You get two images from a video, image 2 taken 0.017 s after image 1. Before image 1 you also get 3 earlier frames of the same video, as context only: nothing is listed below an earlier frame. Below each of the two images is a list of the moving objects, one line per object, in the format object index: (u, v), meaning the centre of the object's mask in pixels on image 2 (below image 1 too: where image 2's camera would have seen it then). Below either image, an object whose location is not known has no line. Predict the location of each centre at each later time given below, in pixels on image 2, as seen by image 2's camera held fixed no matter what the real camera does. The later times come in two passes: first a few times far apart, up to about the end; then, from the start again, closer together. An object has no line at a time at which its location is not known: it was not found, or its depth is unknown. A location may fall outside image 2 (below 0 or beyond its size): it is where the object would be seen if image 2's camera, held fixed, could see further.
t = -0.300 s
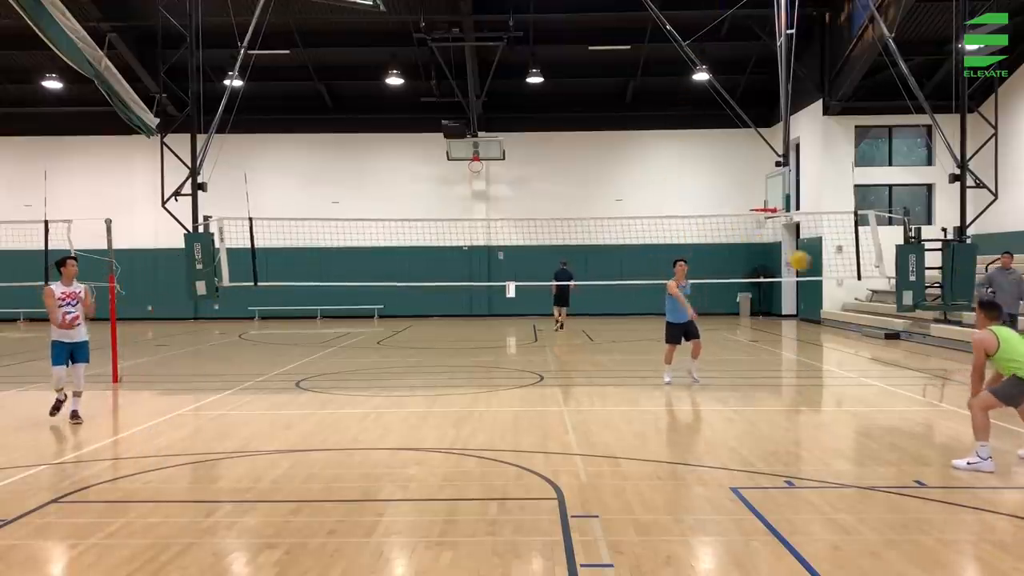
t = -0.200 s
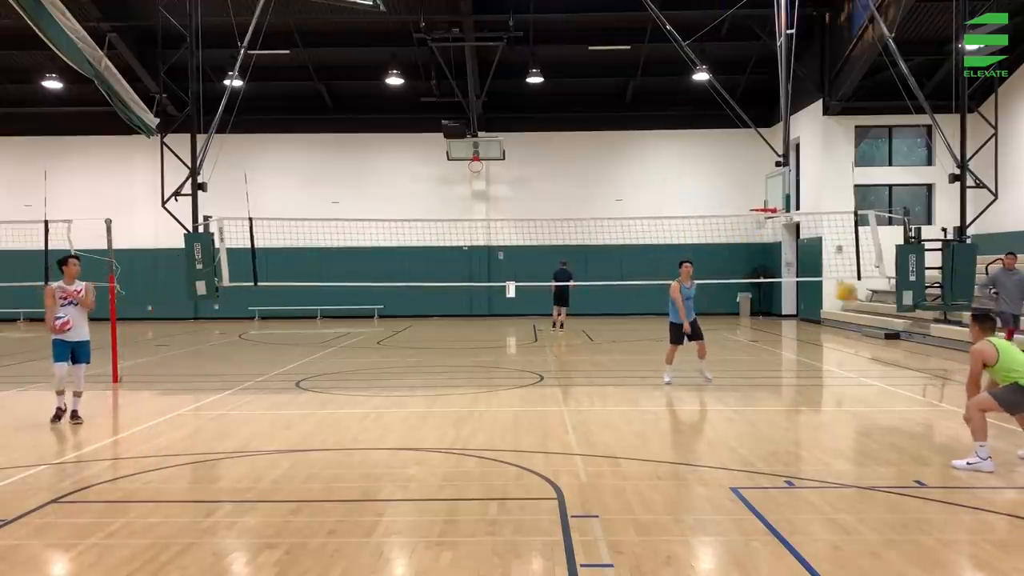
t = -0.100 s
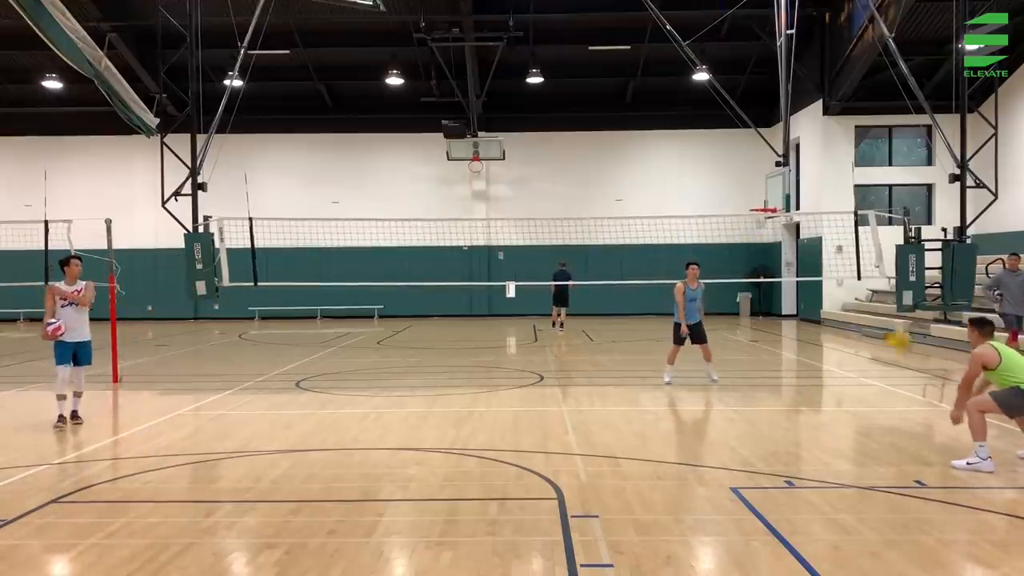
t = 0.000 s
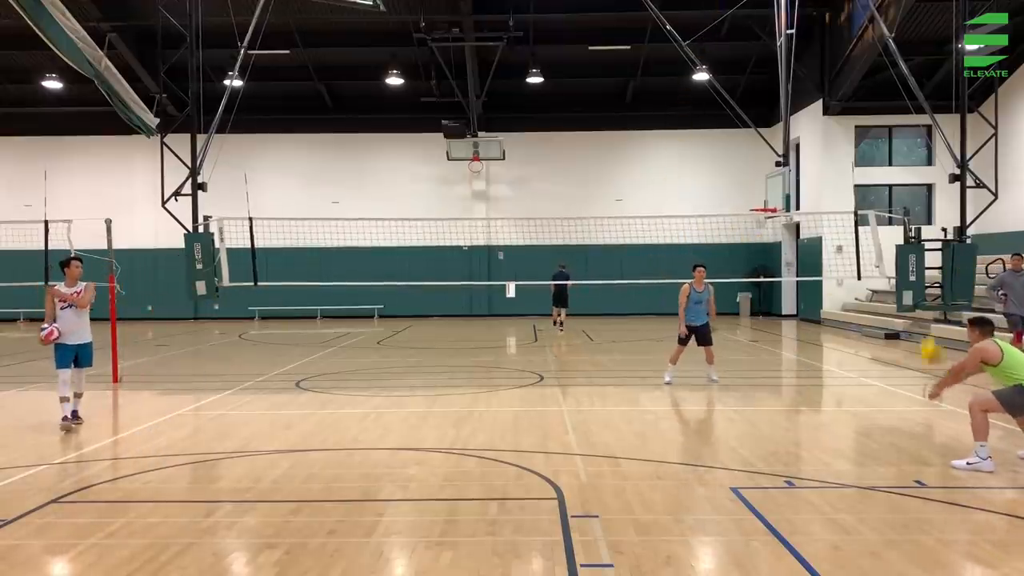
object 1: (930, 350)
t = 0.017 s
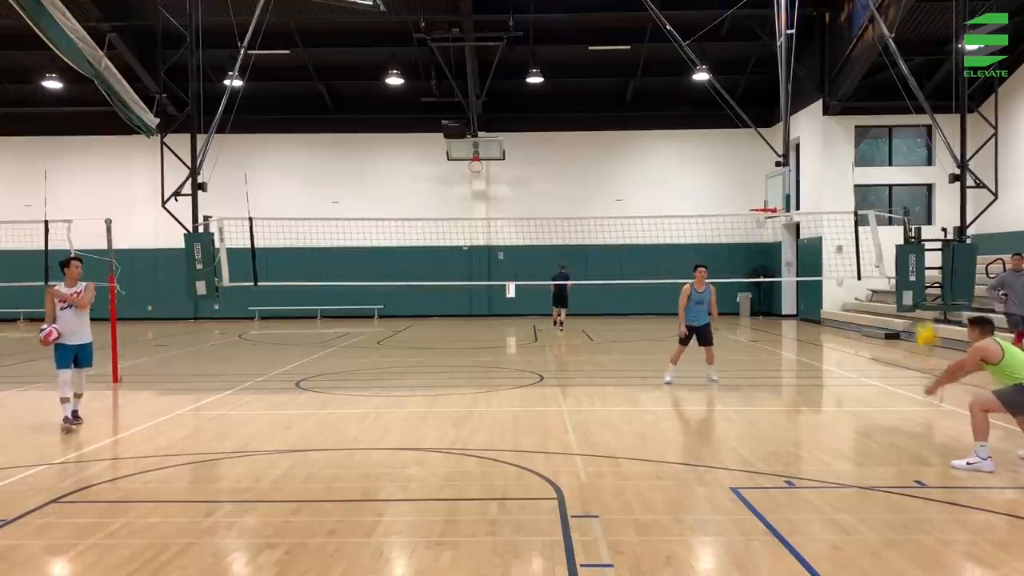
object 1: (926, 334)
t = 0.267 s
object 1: (871, 167)
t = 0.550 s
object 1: (819, 82)
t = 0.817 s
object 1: (780, 75)
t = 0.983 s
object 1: (758, 101)
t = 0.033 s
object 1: (923, 321)
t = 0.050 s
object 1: (919, 308)
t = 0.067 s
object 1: (916, 294)
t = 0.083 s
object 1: (911, 282)
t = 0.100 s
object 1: (908, 269)
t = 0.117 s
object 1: (905, 258)
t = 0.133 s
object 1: (899, 246)
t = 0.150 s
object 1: (896, 235)
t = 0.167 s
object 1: (892, 223)
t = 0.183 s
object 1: (890, 214)
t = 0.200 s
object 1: (886, 203)
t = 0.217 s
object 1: (882, 194)
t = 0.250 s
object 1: (875, 176)
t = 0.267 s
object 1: (871, 167)
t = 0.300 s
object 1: (863, 151)
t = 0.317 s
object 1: (861, 144)
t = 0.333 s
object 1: (858, 137)
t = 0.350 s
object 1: (855, 132)
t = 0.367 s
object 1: (852, 126)
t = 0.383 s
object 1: (849, 120)
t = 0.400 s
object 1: (845, 115)
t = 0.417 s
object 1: (842, 110)
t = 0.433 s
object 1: (840, 106)
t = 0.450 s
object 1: (836, 102)
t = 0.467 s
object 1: (833, 98)
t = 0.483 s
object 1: (831, 94)
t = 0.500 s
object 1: (828, 91)
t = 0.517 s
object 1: (825, 88)
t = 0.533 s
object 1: (822, 85)
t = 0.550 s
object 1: (819, 82)
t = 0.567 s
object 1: (816, 80)
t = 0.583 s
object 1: (814, 78)
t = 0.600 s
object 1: (811, 76)
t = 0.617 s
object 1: (809, 75)
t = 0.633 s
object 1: (806, 73)
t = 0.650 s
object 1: (803, 72)
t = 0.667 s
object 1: (801, 71)
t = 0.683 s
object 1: (799, 71)
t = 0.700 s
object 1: (795, 70)
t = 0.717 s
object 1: (794, 70)
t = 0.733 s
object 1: (791, 71)
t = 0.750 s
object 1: (789, 71)
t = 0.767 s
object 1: (786, 72)
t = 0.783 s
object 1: (784, 73)
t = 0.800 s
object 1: (782, 74)
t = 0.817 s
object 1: (780, 75)
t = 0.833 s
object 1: (776, 77)
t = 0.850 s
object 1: (775, 79)
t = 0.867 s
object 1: (773, 81)
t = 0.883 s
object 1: (770, 83)
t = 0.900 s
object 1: (768, 86)
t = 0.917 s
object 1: (766, 88)
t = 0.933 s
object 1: (764, 91)
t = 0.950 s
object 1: (762, 94)
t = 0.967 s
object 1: (760, 97)
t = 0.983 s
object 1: (758, 101)
